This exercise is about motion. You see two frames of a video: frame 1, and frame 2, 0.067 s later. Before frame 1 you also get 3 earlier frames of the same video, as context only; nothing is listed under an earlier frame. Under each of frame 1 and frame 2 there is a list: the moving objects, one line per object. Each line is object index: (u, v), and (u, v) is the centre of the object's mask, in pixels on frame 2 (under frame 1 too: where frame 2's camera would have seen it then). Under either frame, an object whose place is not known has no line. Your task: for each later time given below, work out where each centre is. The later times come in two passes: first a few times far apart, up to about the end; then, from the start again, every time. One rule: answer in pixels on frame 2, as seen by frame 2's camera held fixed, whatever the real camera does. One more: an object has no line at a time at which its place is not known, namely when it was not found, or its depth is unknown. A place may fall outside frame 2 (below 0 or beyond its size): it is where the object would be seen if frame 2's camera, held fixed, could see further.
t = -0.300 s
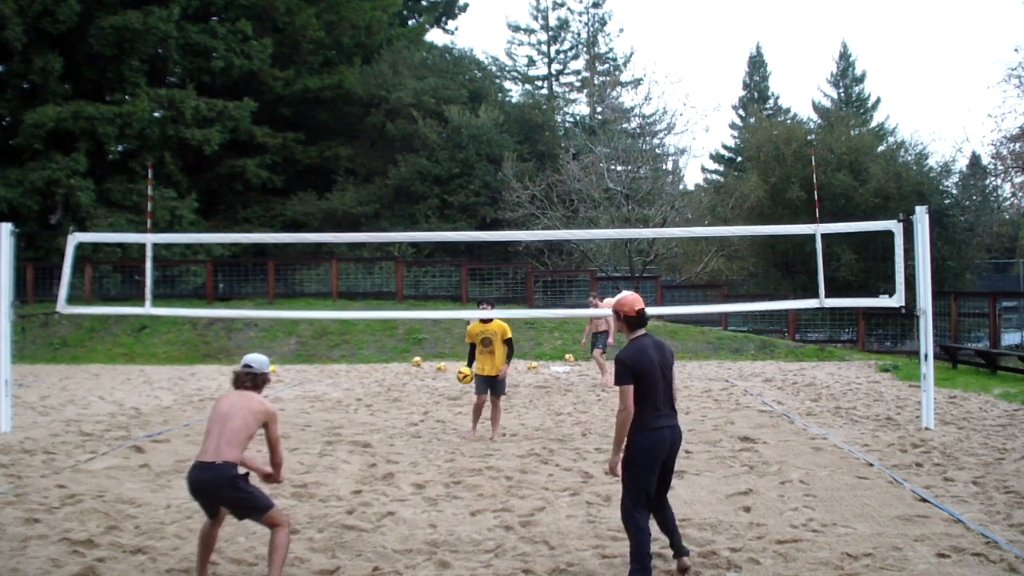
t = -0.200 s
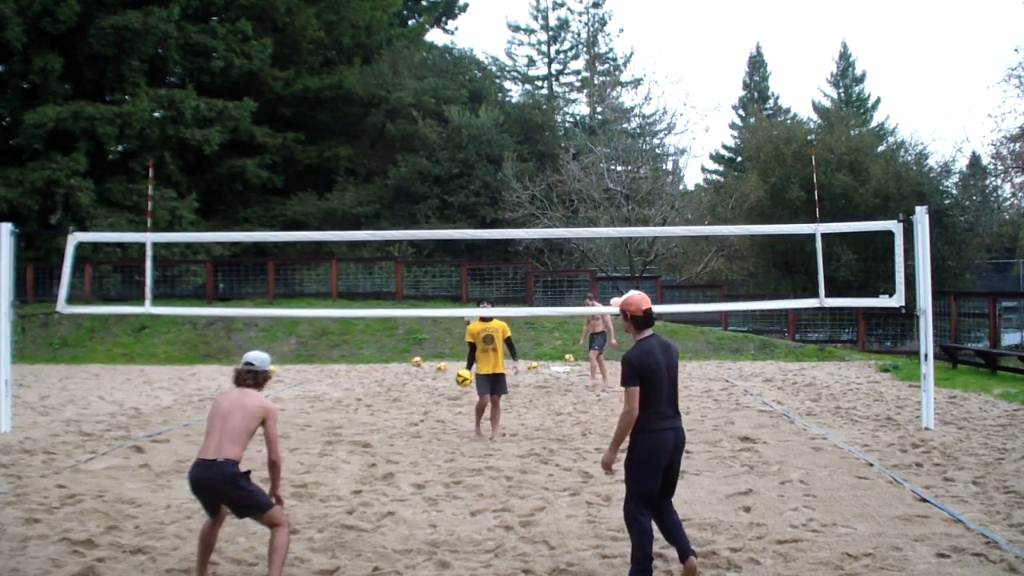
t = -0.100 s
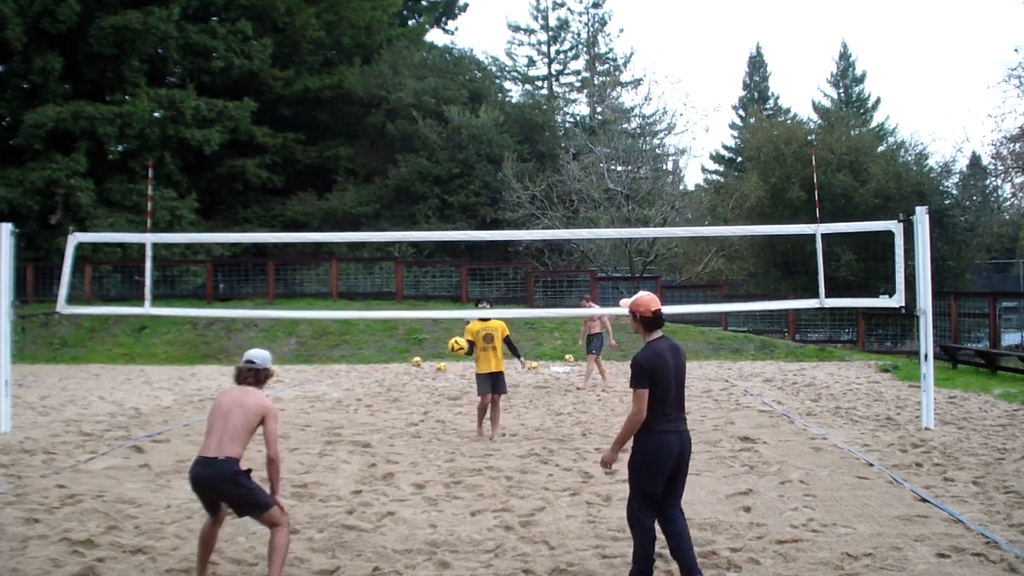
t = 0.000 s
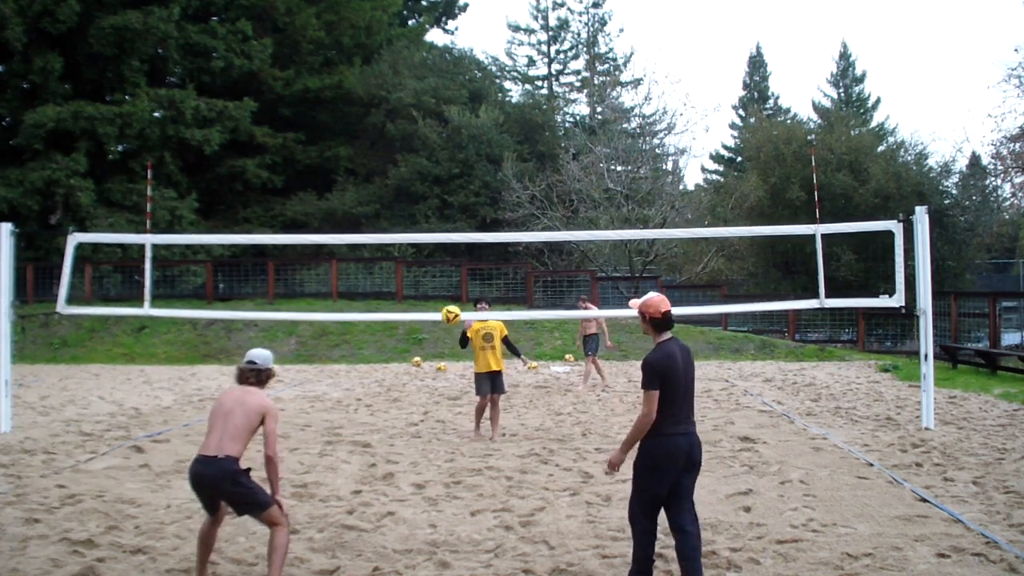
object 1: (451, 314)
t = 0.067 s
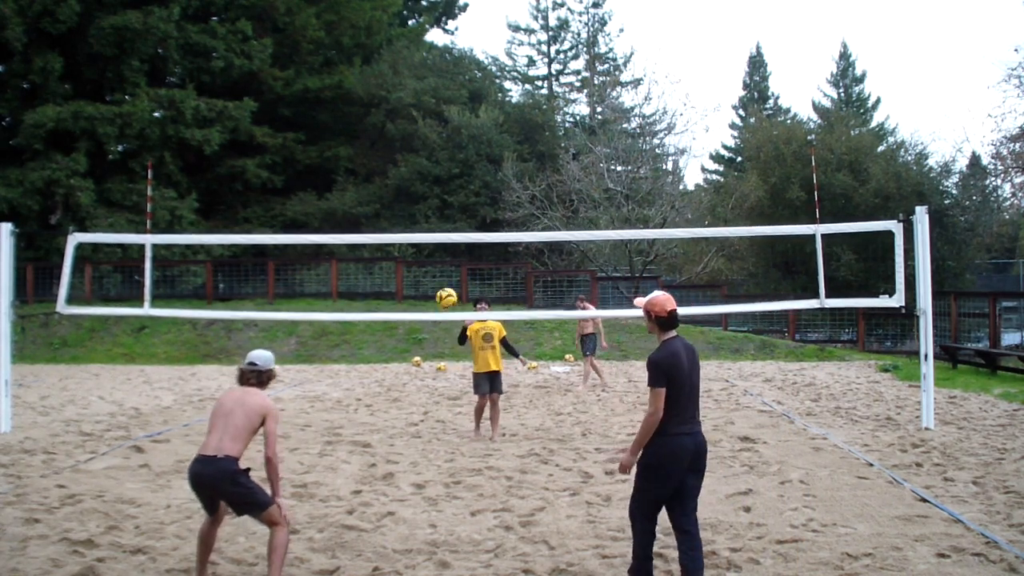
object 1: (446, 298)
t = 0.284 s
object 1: (429, 268)
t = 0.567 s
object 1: (399, 302)
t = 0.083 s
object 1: (445, 294)
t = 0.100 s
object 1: (444, 291)
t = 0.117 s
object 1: (443, 287)
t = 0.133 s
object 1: (442, 284)
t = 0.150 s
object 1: (440, 281)
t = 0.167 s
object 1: (439, 279)
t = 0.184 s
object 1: (437, 276)
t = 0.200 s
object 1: (436, 274)
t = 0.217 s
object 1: (435, 272)
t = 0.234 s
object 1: (433, 270)
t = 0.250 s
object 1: (432, 269)
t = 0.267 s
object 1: (431, 268)
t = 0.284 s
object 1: (429, 268)
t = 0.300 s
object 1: (427, 267)
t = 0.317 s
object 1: (426, 267)
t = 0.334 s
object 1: (424, 267)
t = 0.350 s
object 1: (422, 267)
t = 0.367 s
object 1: (421, 268)
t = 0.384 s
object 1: (420, 269)
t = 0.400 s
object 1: (418, 270)
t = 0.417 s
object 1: (416, 271)
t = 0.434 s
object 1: (414, 273)
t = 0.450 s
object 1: (412, 275)
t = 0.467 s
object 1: (411, 278)
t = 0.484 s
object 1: (409, 281)
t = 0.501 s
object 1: (407, 284)
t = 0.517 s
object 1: (405, 288)
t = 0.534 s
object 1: (403, 291)
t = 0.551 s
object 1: (402, 297)
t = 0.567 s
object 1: (399, 302)
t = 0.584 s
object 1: (397, 307)
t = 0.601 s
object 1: (396, 314)
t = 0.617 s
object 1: (394, 320)
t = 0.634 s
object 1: (392, 327)
